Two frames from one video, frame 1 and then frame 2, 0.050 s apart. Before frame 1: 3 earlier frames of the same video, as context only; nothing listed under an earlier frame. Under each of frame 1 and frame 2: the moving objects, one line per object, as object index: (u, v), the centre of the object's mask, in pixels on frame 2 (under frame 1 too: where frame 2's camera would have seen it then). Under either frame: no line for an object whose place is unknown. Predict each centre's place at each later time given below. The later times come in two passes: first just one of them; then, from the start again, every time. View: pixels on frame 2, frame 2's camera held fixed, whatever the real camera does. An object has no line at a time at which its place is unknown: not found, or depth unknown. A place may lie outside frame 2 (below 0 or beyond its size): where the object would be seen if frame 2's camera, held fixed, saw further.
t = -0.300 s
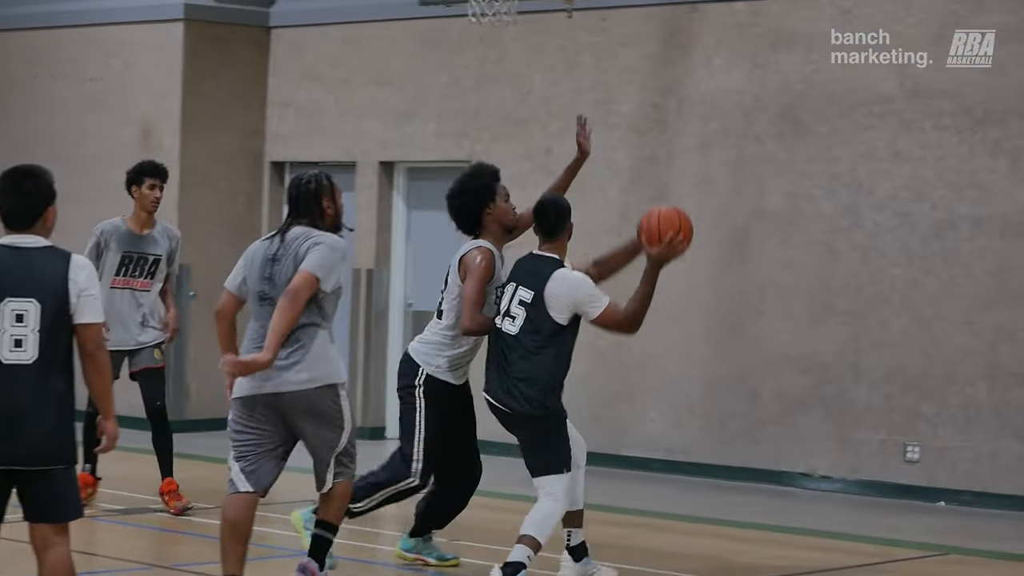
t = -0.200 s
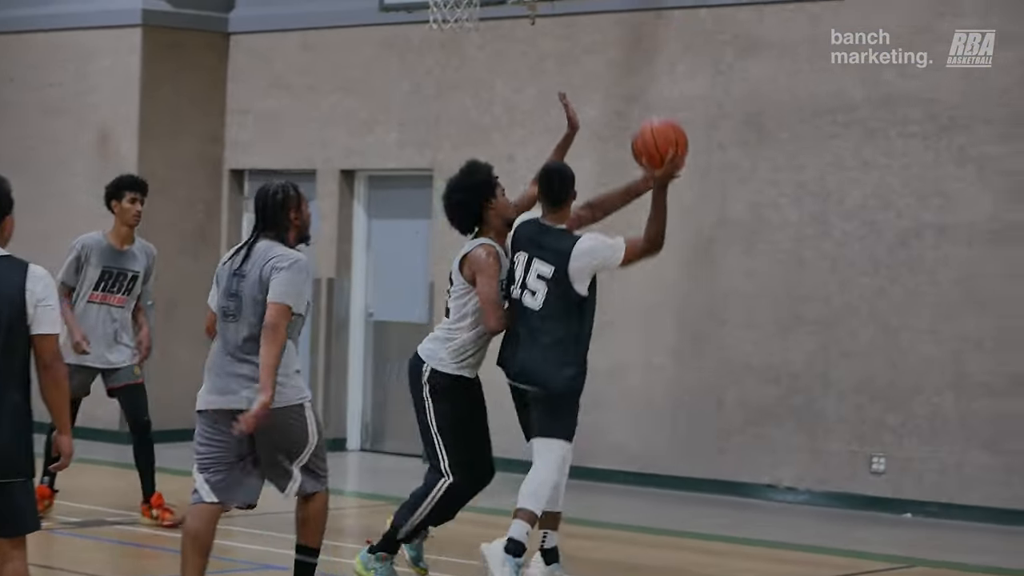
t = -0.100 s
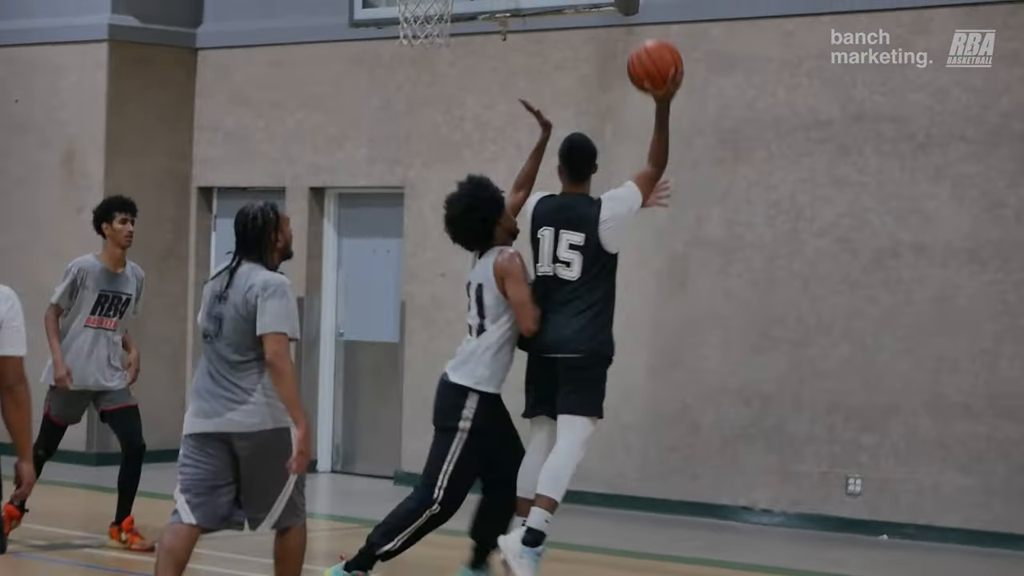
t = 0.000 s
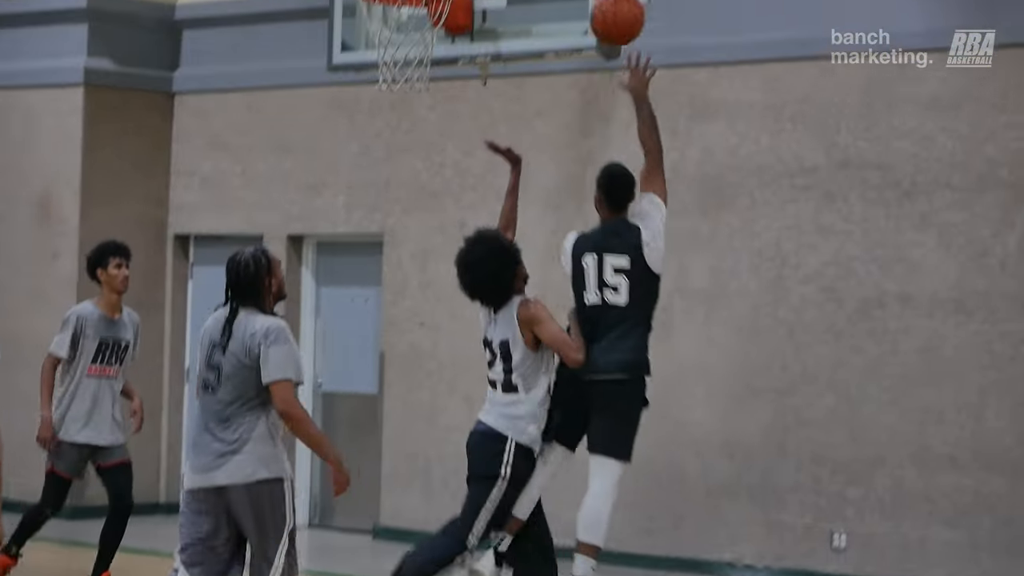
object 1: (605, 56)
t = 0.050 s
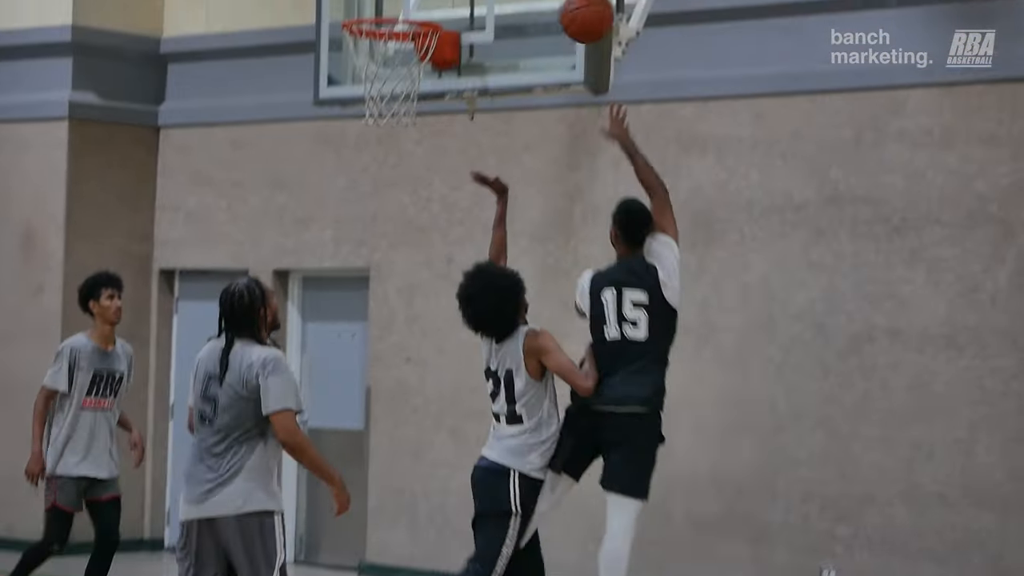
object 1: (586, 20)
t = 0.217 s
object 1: (528, -62)
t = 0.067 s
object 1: (580, 8)
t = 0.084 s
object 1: (574, -2)
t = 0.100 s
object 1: (569, -13)
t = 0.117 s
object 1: (563, -22)
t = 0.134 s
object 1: (557, -31)
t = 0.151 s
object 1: (551, -39)
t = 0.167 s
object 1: (545, -45)
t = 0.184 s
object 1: (539, -52)
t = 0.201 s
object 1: (533, -57)
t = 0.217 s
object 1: (528, -62)
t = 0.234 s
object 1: (522, -67)
